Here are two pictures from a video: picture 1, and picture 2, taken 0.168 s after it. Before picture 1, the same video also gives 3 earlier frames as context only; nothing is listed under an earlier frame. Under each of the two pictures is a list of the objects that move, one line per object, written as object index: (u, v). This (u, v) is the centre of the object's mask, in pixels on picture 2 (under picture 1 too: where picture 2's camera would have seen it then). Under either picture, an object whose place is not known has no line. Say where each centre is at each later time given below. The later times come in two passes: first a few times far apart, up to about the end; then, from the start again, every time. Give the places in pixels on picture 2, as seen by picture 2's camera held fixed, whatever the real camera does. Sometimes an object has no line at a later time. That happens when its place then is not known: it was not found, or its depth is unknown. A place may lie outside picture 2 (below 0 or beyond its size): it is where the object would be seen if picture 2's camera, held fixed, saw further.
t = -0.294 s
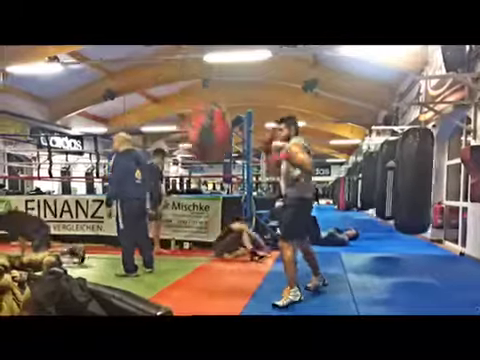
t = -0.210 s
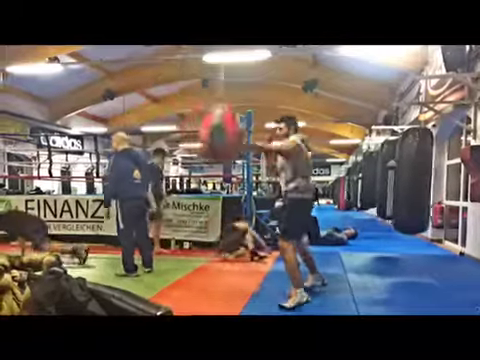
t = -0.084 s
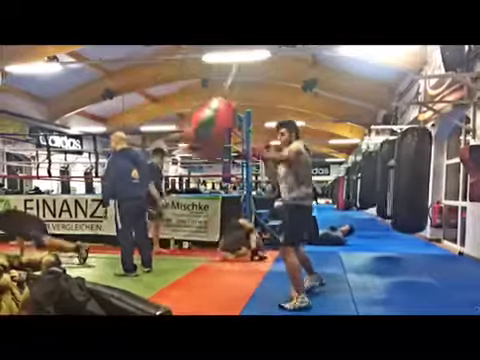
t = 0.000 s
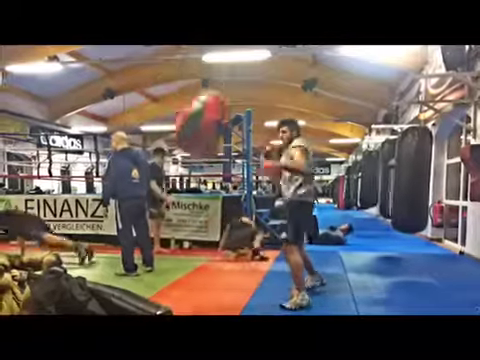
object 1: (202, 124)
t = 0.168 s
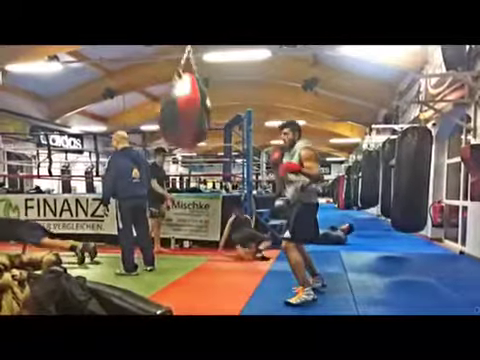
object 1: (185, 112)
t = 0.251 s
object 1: (179, 105)
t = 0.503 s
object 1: (177, 90)
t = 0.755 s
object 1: (195, 97)
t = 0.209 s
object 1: (182, 107)
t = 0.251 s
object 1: (179, 105)
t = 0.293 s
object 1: (178, 103)
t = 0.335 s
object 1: (176, 100)
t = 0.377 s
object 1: (175, 97)
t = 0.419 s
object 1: (175, 95)
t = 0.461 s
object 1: (175, 91)
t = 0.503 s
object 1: (177, 90)
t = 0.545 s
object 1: (178, 89)
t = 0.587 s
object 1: (181, 90)
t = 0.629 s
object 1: (184, 91)
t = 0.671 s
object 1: (188, 92)
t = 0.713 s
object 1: (191, 95)
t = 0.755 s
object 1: (195, 97)
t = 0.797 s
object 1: (201, 99)
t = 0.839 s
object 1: (208, 101)
